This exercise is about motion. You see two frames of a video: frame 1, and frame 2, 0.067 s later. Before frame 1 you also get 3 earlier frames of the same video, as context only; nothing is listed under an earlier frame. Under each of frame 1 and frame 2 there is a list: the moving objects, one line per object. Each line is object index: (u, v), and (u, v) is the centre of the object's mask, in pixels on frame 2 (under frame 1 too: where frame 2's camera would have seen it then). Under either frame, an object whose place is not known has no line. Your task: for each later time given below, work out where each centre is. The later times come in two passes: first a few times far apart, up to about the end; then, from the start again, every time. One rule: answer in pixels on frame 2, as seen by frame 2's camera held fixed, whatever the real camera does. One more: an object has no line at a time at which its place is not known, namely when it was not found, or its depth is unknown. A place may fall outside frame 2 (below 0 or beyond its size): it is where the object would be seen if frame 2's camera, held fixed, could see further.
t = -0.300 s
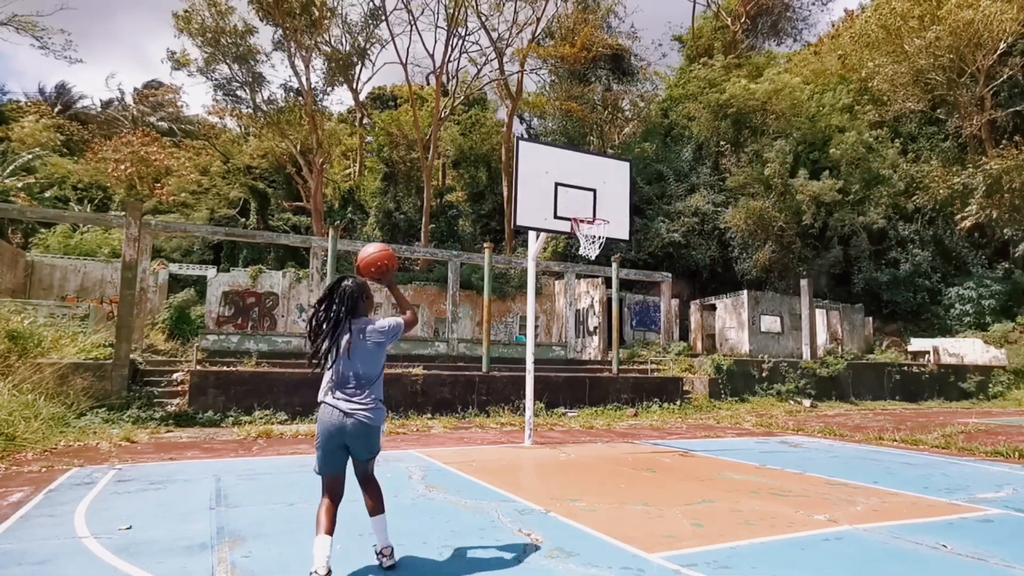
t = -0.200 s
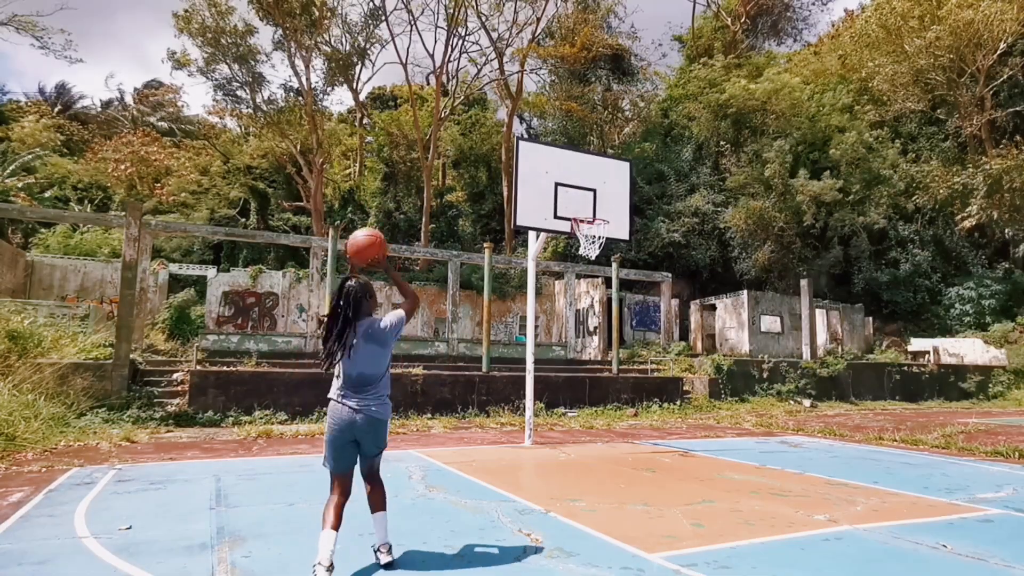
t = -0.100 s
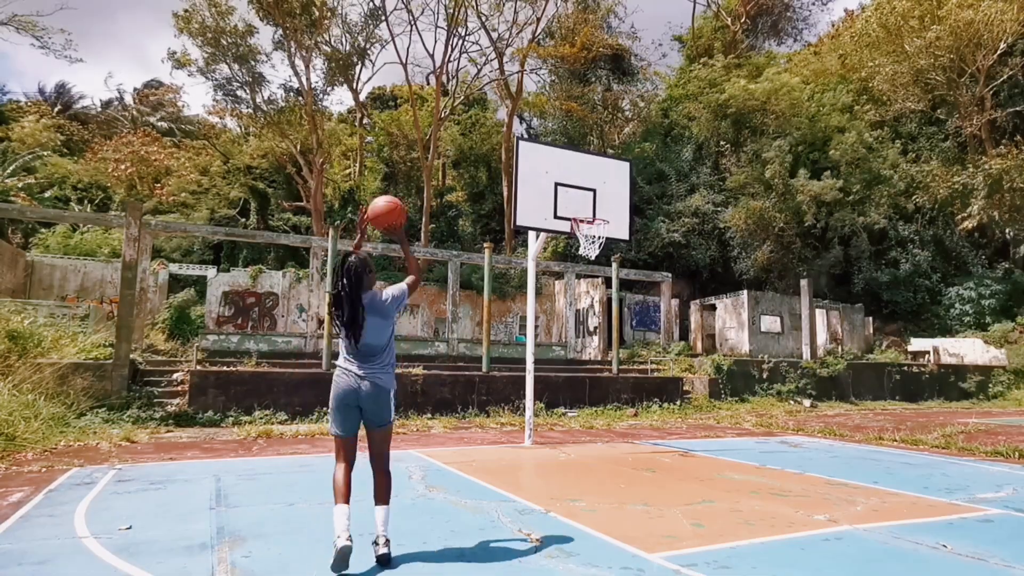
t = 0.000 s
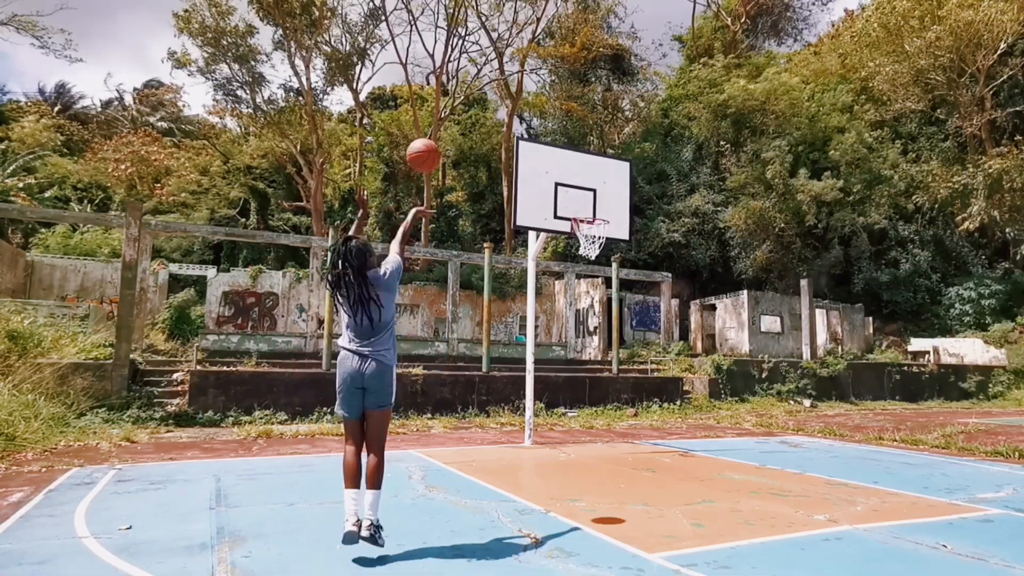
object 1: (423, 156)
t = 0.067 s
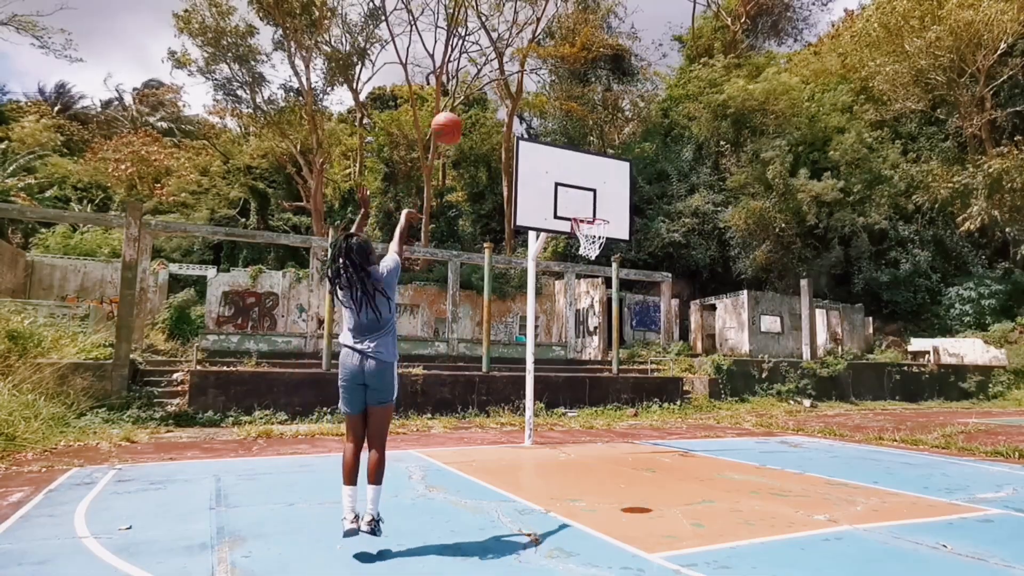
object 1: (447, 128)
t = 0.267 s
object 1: (500, 92)
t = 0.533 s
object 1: (548, 115)
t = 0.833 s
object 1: (585, 197)
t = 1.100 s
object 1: (597, 258)
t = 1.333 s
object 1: (594, 317)
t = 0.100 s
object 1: (457, 118)
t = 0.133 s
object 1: (467, 110)
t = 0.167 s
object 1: (475, 103)
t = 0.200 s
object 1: (485, 98)
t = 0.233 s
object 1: (492, 95)
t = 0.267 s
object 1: (500, 92)
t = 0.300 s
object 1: (507, 92)
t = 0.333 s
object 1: (514, 92)
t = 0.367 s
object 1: (520, 94)
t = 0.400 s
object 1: (526, 96)
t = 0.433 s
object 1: (532, 100)
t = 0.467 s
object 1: (538, 104)
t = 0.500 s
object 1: (543, 109)
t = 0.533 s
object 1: (548, 115)
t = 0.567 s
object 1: (553, 122)
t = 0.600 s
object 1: (558, 130)
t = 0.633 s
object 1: (562, 137)
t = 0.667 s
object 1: (566, 145)
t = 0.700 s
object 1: (570, 155)
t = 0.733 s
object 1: (574, 165)
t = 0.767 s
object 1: (578, 176)
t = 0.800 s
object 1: (582, 186)
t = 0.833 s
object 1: (585, 197)
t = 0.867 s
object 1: (589, 210)
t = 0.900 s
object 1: (593, 222)
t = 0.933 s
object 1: (596, 234)
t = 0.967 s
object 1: (600, 245)
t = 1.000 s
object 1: (597, 248)
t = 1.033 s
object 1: (595, 252)
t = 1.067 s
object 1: (596, 255)
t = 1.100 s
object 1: (597, 258)
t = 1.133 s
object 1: (596, 265)
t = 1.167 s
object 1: (596, 271)
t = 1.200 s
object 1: (595, 278)
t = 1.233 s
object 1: (595, 286)
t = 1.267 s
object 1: (595, 296)
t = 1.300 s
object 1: (596, 307)
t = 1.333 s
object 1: (594, 317)
